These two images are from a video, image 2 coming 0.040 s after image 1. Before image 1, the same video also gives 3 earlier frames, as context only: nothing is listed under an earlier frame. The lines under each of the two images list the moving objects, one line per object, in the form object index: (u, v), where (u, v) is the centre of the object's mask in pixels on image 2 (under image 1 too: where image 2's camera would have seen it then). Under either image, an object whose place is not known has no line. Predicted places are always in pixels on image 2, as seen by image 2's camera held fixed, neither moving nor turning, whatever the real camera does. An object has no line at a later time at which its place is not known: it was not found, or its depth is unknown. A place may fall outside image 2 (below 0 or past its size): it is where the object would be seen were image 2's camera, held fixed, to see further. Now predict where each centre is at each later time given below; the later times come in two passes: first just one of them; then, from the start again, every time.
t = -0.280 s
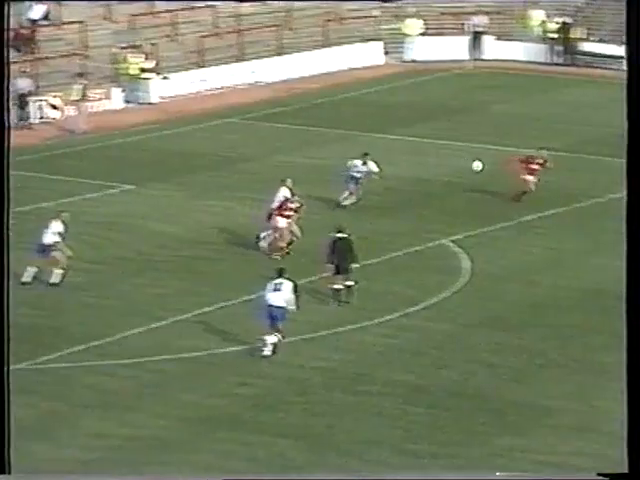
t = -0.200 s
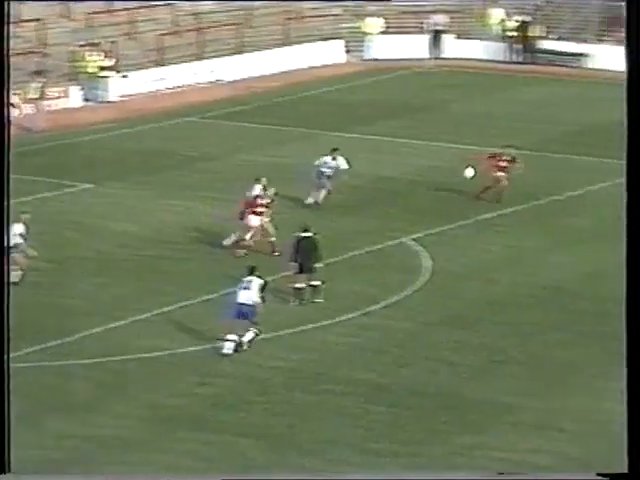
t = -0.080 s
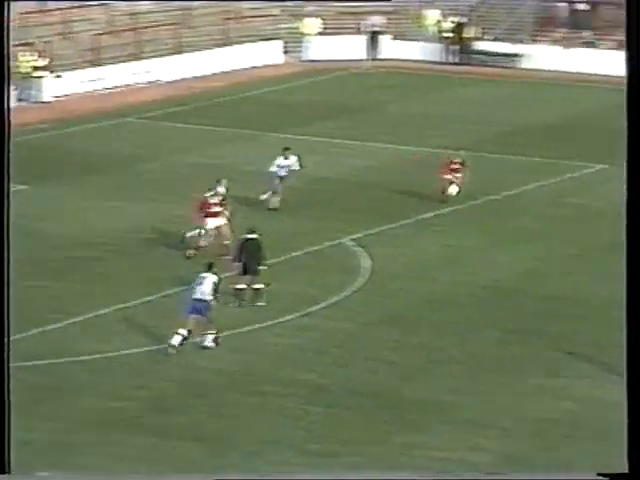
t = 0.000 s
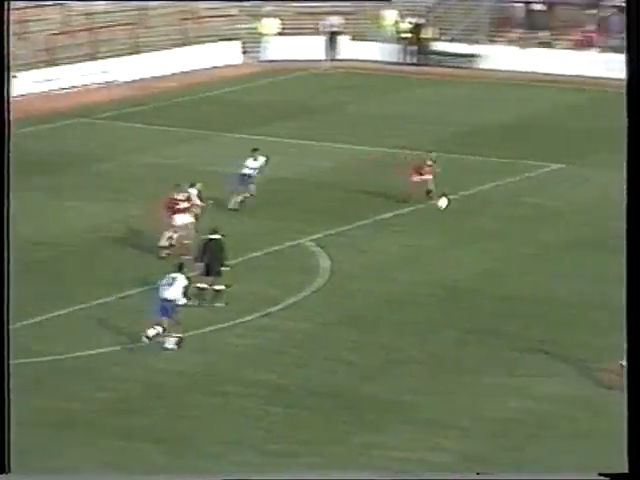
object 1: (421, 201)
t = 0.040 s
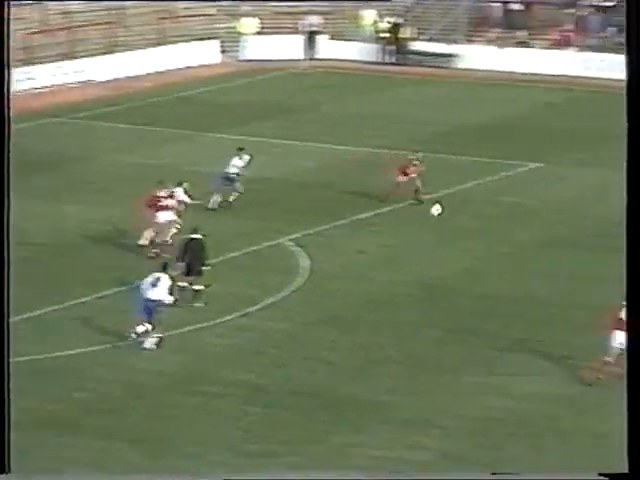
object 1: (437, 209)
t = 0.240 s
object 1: (510, 253)
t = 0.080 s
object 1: (452, 217)
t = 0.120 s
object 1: (467, 225)
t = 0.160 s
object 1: (482, 233)
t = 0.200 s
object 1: (495, 243)
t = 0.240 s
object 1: (510, 253)
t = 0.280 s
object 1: (525, 264)
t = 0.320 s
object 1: (536, 266)
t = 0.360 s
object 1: (542, 260)
